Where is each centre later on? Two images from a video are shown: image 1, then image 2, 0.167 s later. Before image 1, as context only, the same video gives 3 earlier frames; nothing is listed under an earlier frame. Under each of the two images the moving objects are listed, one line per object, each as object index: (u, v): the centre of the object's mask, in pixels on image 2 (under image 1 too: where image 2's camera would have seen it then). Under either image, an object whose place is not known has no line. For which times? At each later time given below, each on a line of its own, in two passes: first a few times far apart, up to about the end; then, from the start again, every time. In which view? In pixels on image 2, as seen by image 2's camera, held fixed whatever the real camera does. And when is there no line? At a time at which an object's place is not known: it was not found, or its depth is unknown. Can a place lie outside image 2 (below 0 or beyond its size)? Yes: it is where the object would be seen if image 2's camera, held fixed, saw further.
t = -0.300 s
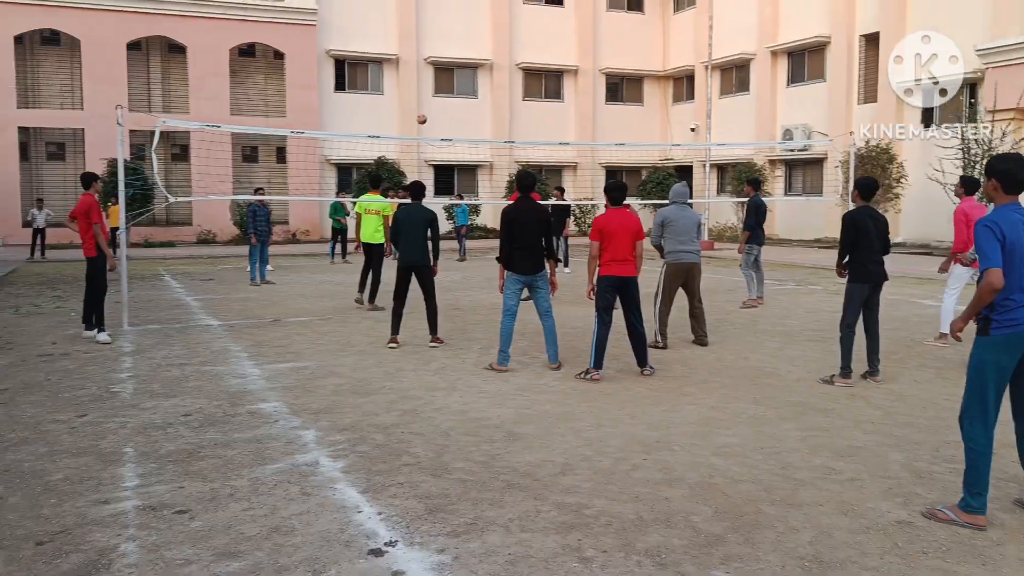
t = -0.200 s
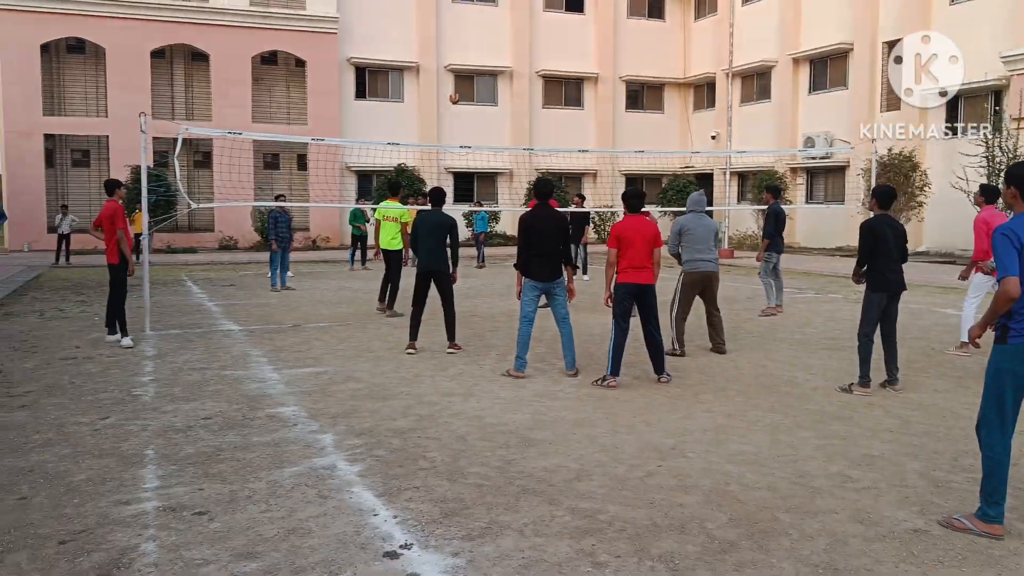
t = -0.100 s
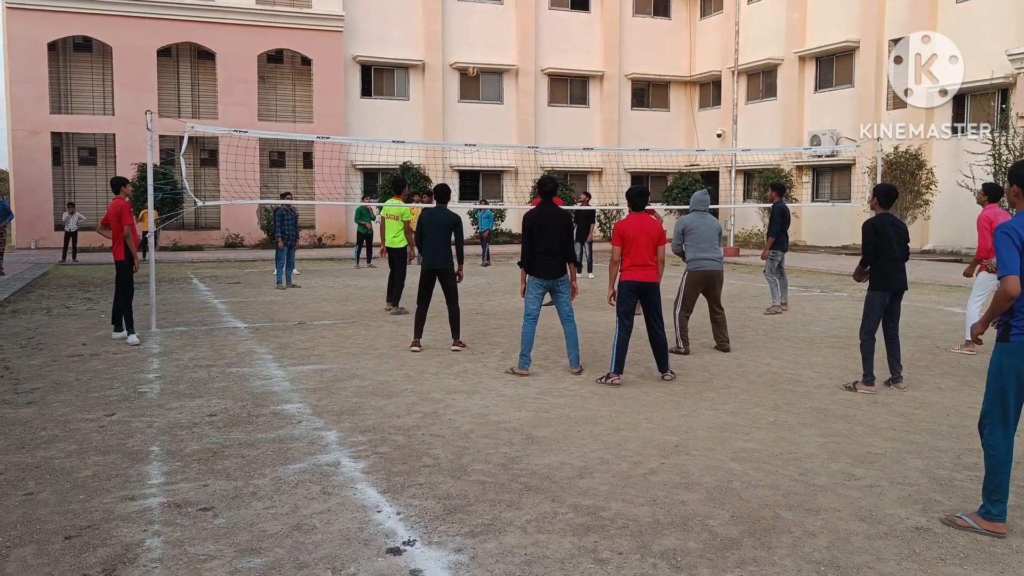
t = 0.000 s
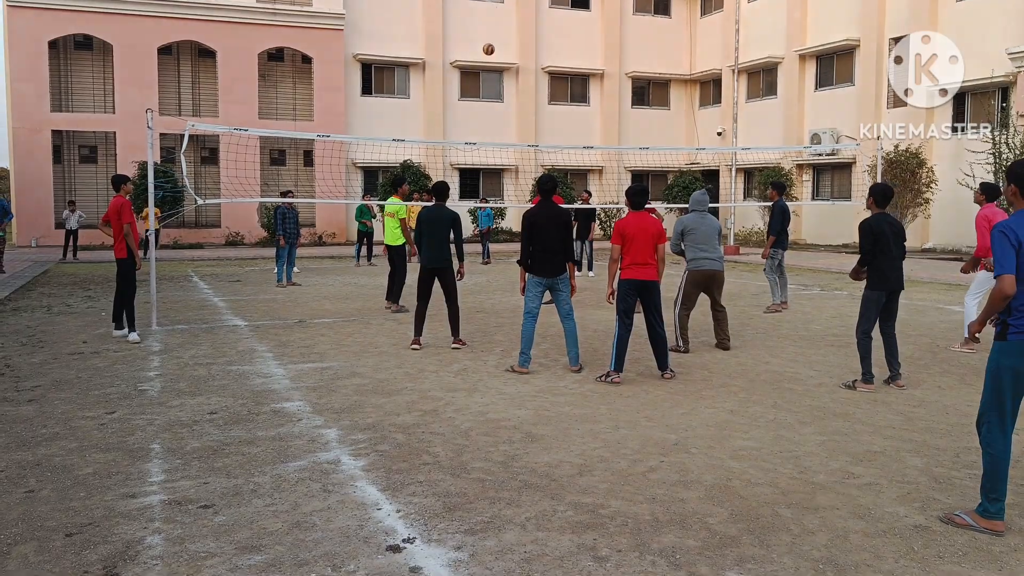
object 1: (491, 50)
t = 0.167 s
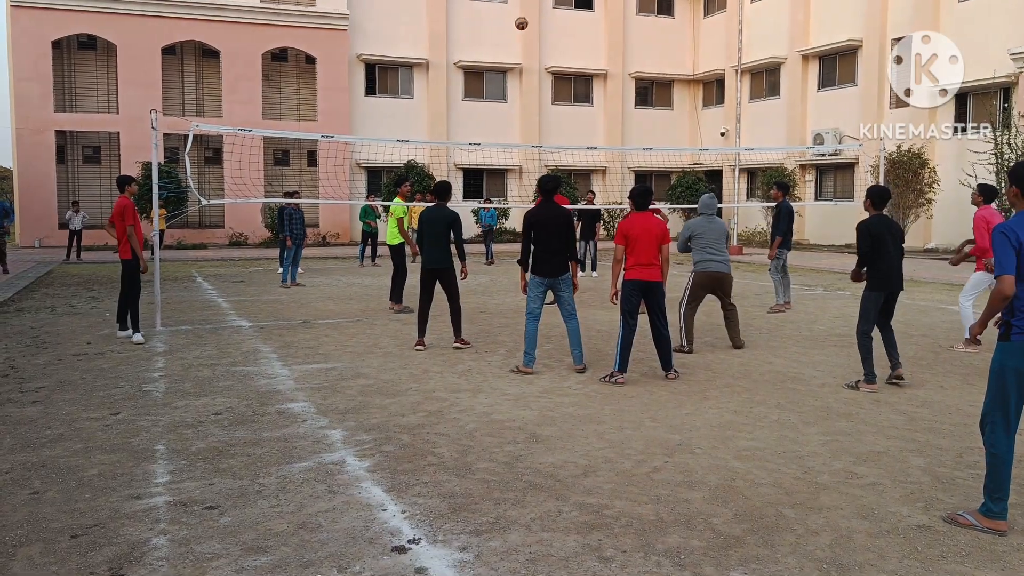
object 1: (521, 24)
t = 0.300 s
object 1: (548, 12)
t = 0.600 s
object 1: (620, 25)
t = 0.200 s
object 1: (527, 20)
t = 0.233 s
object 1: (534, 17)
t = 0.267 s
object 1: (541, 14)
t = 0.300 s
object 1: (548, 12)
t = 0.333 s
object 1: (555, 10)
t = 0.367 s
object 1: (562, 9)
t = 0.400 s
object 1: (569, 8)
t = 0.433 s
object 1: (578, 9)
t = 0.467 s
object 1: (586, 10)
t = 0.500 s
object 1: (594, 12)
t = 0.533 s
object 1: (603, 15)
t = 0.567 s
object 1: (611, 20)
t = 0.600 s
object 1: (620, 25)
